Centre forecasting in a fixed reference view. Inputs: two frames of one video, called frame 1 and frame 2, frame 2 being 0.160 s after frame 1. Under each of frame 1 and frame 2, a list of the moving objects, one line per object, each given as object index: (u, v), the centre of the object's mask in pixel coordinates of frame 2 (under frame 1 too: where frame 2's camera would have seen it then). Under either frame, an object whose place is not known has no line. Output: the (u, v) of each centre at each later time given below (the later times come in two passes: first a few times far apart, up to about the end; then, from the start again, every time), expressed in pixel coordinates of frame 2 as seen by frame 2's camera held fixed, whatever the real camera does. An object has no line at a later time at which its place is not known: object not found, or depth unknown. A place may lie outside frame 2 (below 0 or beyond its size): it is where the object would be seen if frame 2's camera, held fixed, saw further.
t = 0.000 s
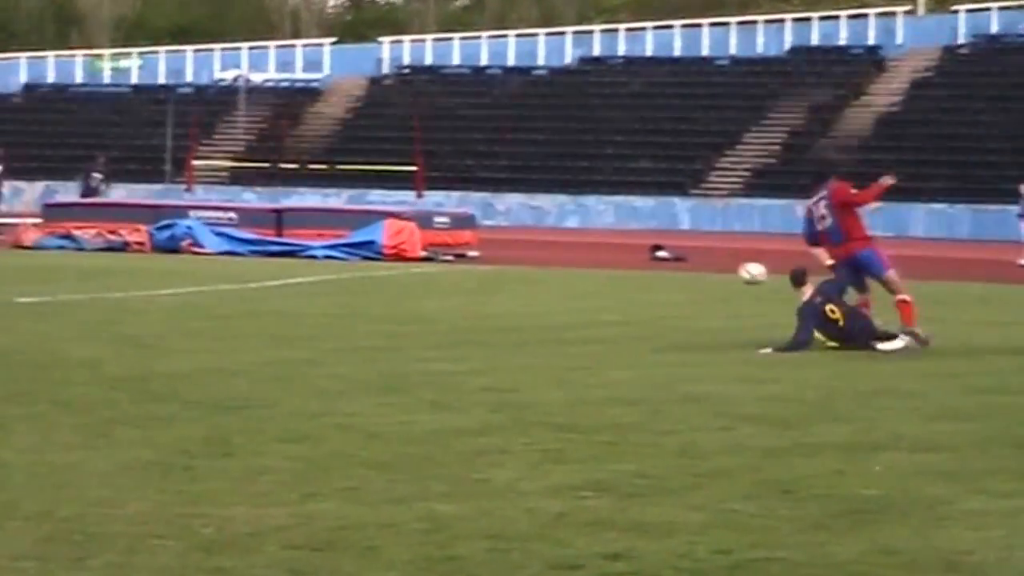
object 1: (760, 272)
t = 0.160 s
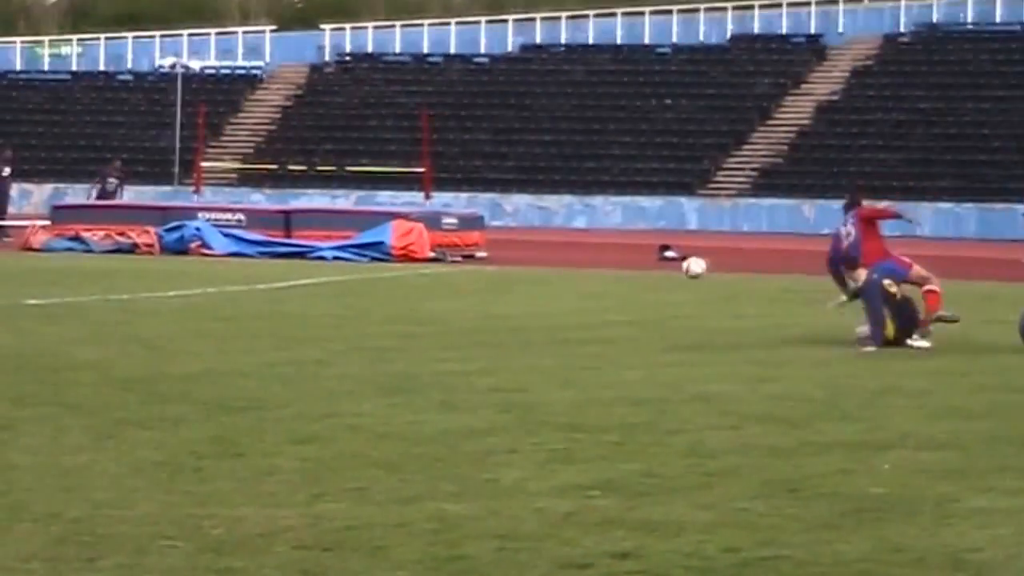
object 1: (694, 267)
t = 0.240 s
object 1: (663, 273)
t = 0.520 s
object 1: (569, 272)
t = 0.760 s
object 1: (505, 274)
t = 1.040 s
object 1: (449, 269)
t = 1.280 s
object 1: (414, 265)
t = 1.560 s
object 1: (380, 261)
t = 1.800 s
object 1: (352, 261)
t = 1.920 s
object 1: (338, 256)
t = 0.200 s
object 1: (678, 270)
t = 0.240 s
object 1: (663, 273)
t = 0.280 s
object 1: (647, 279)
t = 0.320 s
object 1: (631, 286)
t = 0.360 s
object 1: (615, 294)
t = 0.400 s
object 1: (602, 291)
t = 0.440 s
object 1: (592, 283)
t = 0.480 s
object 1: (580, 277)
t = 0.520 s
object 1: (569, 272)
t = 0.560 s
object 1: (558, 268)
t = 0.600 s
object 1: (547, 267)
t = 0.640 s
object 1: (537, 267)
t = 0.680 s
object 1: (526, 268)
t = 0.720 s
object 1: (515, 270)
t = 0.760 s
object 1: (505, 274)
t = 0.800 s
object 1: (494, 280)
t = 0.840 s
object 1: (484, 282)
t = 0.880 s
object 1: (477, 276)
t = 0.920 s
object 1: (470, 273)
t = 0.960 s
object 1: (463, 270)
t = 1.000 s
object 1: (455, 270)
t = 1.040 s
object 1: (449, 269)
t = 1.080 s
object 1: (441, 272)
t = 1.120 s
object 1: (434, 273)
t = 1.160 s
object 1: (430, 270)
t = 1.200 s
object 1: (424, 267)
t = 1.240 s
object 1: (419, 266)
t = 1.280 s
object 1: (414, 265)
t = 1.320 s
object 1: (408, 267)
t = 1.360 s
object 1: (403, 268)
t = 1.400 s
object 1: (399, 266)
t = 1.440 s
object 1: (395, 263)
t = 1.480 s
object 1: (389, 261)
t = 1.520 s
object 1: (385, 260)
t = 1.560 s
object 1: (380, 261)
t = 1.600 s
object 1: (375, 263)
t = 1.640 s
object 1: (371, 263)
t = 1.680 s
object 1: (366, 261)
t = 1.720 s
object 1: (361, 260)
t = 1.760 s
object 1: (356, 260)
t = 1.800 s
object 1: (352, 261)
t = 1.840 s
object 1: (347, 259)
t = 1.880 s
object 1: (342, 257)
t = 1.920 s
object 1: (338, 256)
